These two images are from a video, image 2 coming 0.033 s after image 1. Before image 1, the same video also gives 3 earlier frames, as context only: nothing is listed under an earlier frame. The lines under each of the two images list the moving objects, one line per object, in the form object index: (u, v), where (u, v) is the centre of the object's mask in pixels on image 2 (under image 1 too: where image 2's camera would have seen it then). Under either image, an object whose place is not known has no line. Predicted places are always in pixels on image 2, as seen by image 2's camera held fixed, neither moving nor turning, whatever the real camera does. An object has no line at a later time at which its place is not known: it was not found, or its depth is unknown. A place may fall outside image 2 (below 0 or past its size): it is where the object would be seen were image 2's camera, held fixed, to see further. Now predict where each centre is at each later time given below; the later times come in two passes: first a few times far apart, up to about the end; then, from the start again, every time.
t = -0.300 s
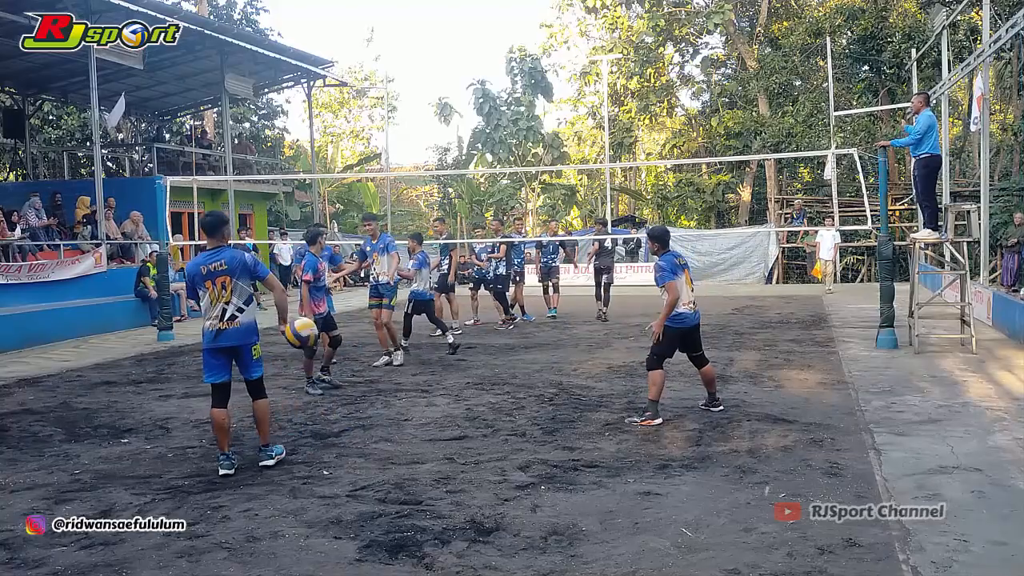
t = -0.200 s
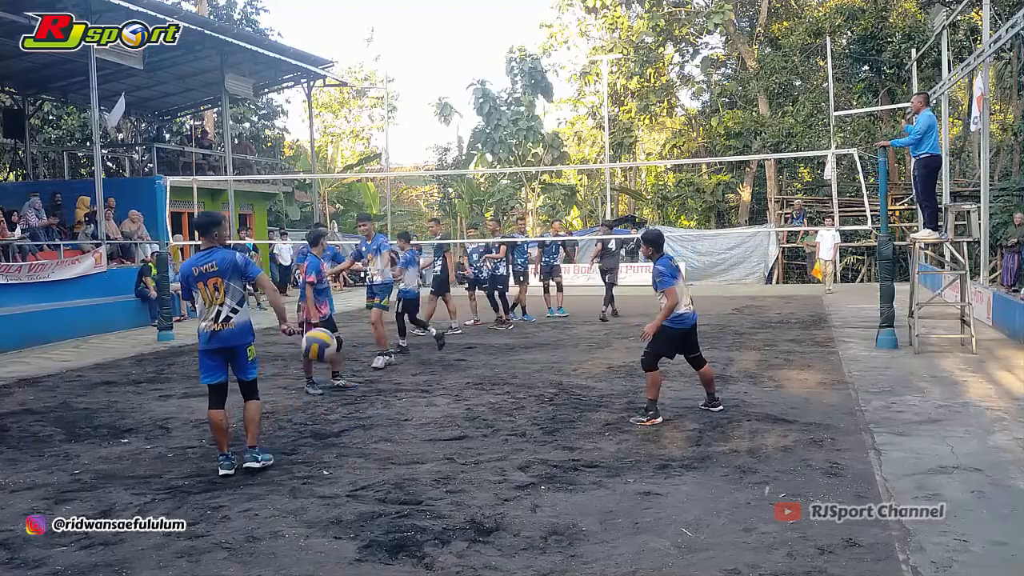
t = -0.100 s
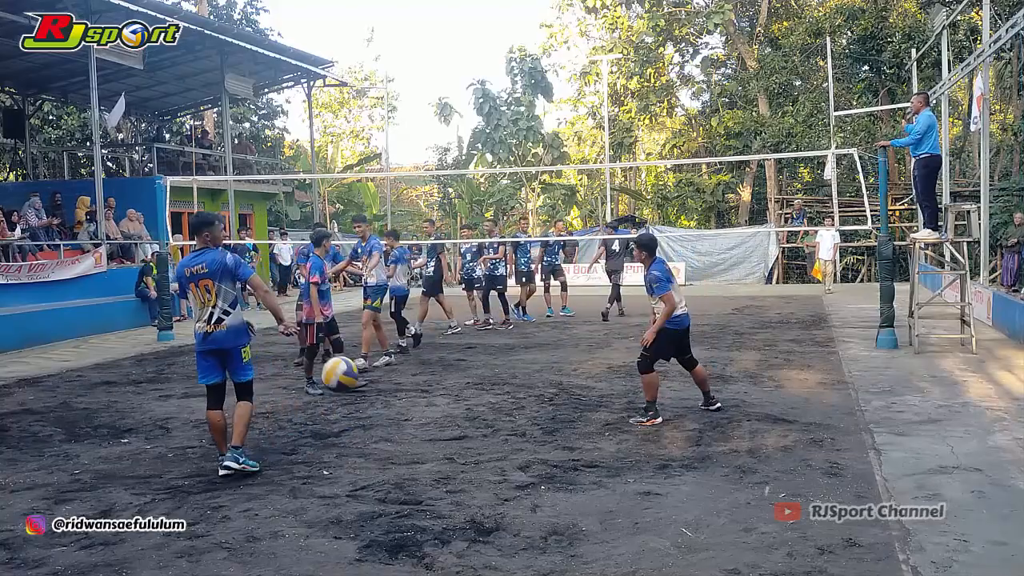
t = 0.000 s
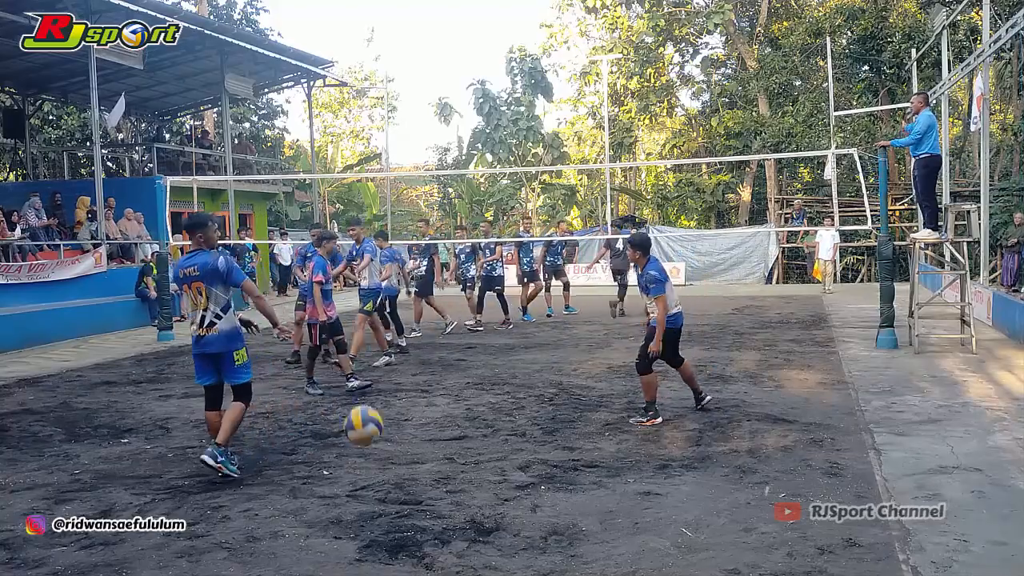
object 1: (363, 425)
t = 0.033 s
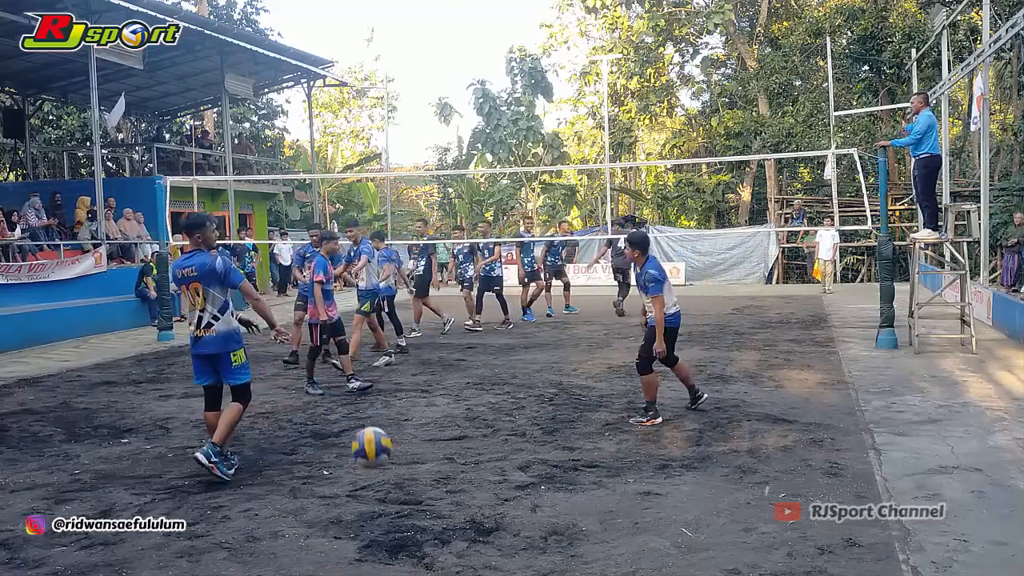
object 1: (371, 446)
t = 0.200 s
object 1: (413, 513)
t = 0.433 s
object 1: (469, 476)
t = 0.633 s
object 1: (536, 546)
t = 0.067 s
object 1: (380, 472)
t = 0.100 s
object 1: (389, 501)
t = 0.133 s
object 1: (400, 534)
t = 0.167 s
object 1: (406, 525)
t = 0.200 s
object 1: (413, 513)
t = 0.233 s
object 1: (420, 502)
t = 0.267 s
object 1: (427, 493)
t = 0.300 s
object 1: (435, 485)
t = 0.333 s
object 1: (442, 479)
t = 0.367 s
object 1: (451, 475)
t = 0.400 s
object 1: (460, 475)
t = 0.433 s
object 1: (469, 476)
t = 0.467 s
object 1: (479, 481)
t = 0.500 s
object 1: (489, 488)
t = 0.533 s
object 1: (499, 497)
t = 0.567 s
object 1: (511, 509)
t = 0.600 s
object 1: (523, 525)
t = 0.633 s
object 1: (536, 546)
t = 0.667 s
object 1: (548, 559)
